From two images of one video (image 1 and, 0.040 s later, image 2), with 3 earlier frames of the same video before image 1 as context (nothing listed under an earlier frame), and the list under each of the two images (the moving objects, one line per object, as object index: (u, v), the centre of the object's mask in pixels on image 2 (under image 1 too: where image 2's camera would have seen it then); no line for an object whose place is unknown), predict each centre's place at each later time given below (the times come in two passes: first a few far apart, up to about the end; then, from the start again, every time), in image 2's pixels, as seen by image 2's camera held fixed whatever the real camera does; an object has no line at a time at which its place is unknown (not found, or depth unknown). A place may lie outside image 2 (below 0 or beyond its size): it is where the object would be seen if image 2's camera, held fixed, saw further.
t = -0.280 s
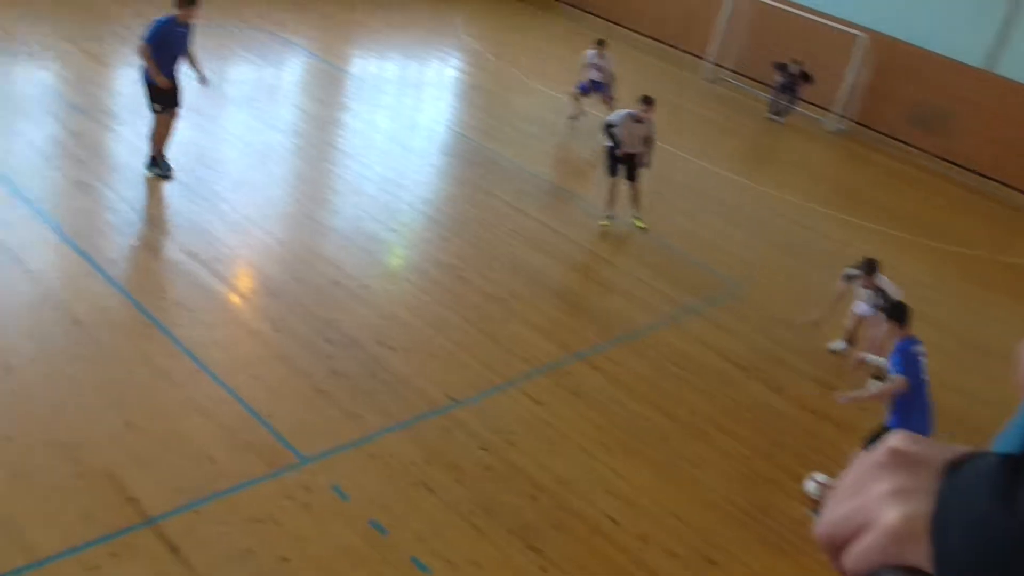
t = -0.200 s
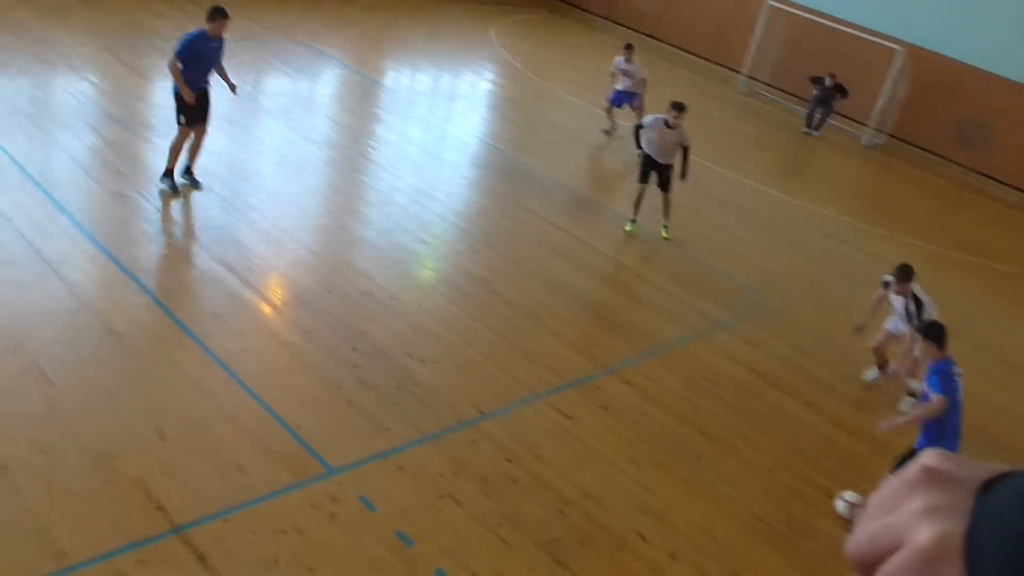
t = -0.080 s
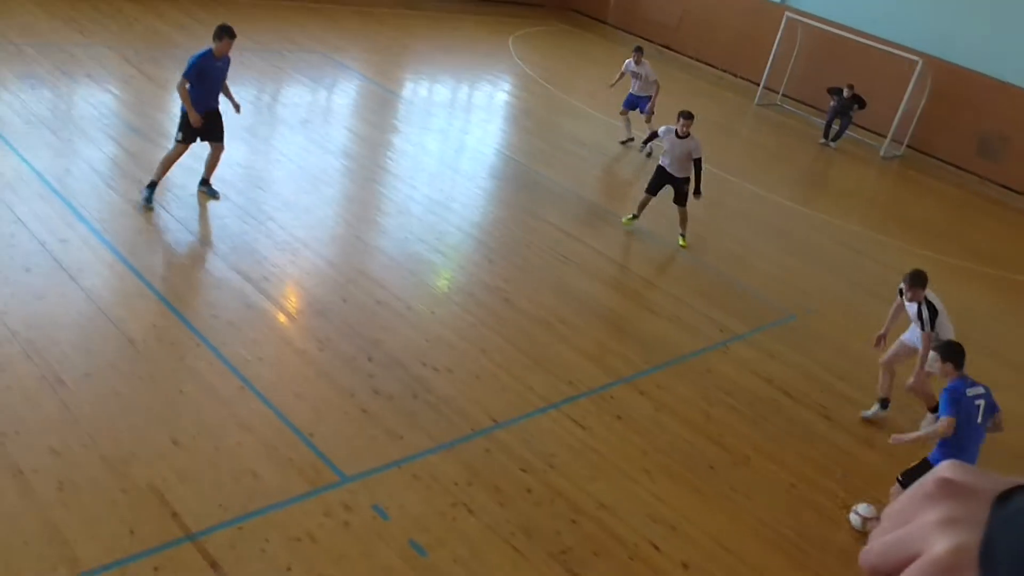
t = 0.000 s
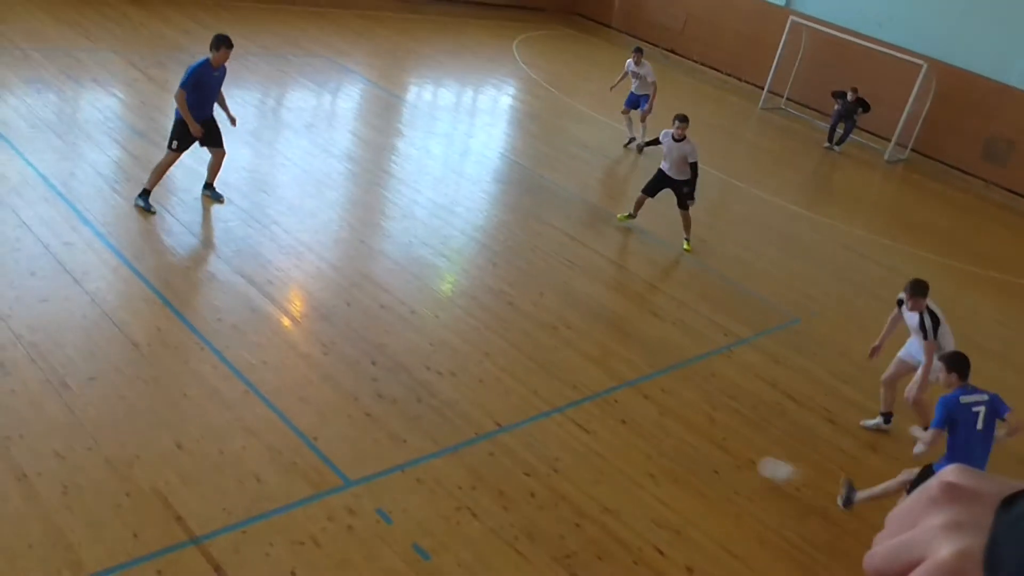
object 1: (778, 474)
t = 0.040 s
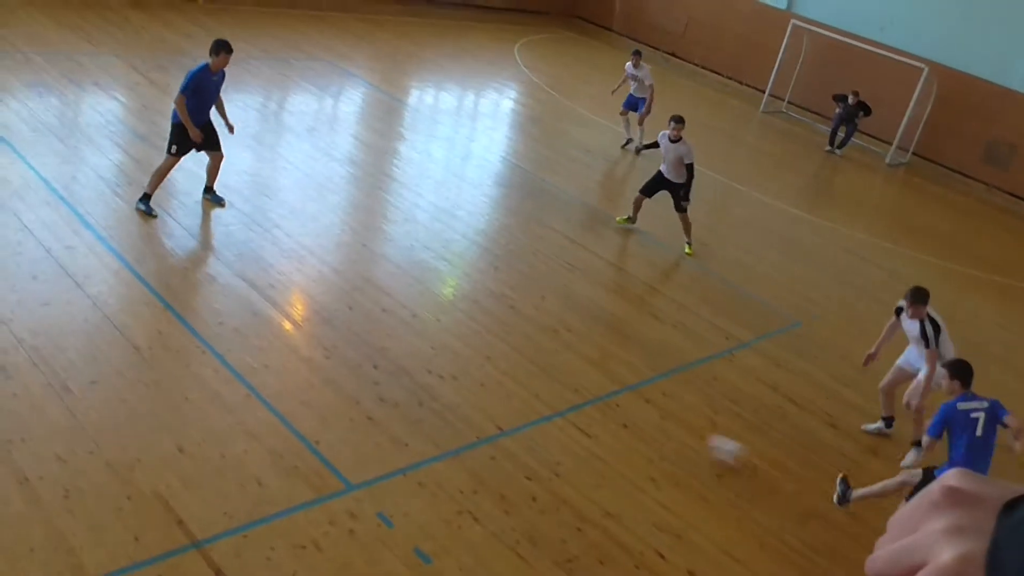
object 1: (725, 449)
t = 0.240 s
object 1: (505, 336)
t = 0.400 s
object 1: (377, 272)
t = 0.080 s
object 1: (673, 424)
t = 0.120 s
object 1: (629, 399)
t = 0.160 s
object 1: (584, 377)
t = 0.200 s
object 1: (544, 357)
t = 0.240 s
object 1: (505, 336)
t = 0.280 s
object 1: (471, 324)
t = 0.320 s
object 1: (439, 304)
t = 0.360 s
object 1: (406, 288)
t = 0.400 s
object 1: (377, 272)
